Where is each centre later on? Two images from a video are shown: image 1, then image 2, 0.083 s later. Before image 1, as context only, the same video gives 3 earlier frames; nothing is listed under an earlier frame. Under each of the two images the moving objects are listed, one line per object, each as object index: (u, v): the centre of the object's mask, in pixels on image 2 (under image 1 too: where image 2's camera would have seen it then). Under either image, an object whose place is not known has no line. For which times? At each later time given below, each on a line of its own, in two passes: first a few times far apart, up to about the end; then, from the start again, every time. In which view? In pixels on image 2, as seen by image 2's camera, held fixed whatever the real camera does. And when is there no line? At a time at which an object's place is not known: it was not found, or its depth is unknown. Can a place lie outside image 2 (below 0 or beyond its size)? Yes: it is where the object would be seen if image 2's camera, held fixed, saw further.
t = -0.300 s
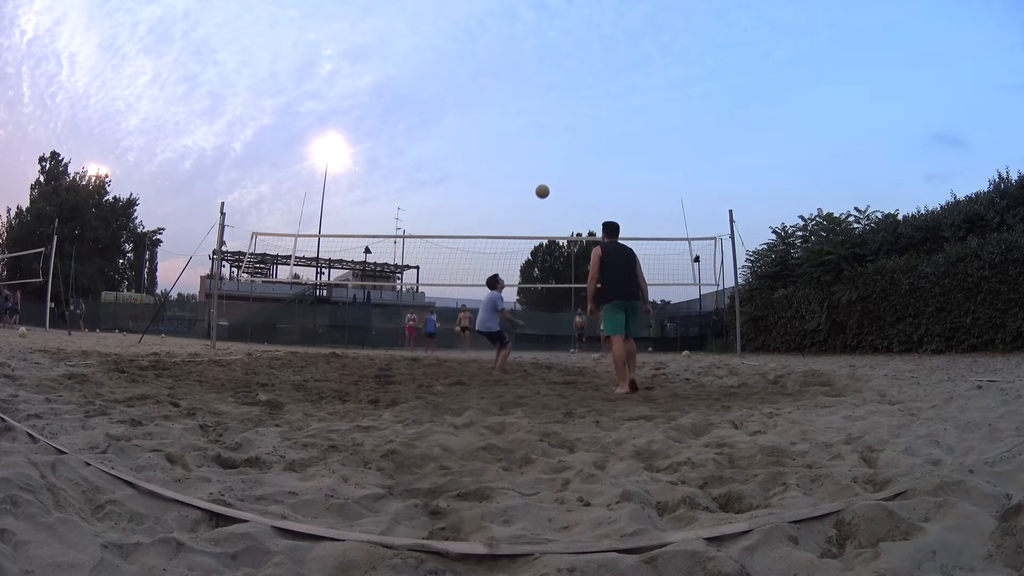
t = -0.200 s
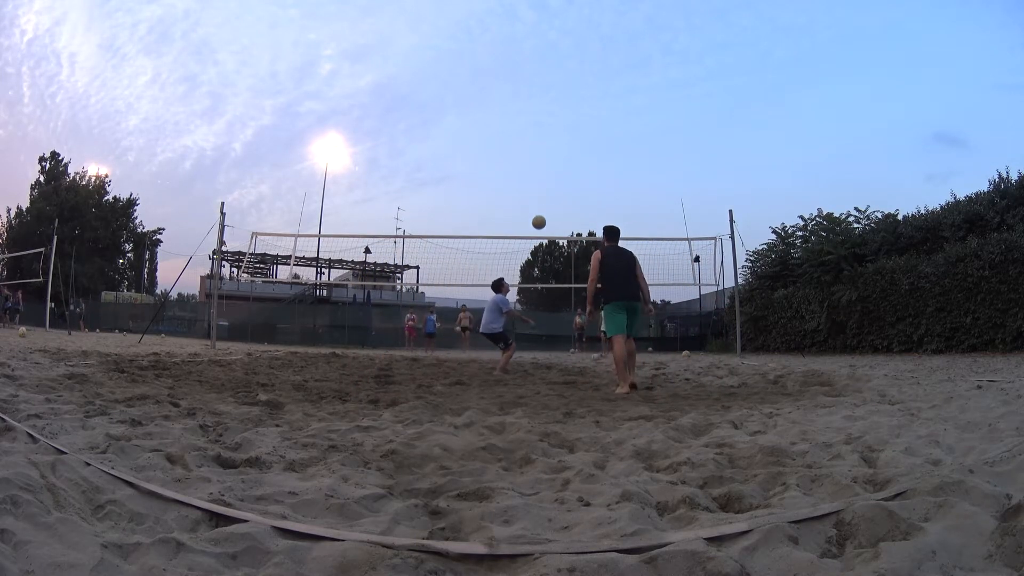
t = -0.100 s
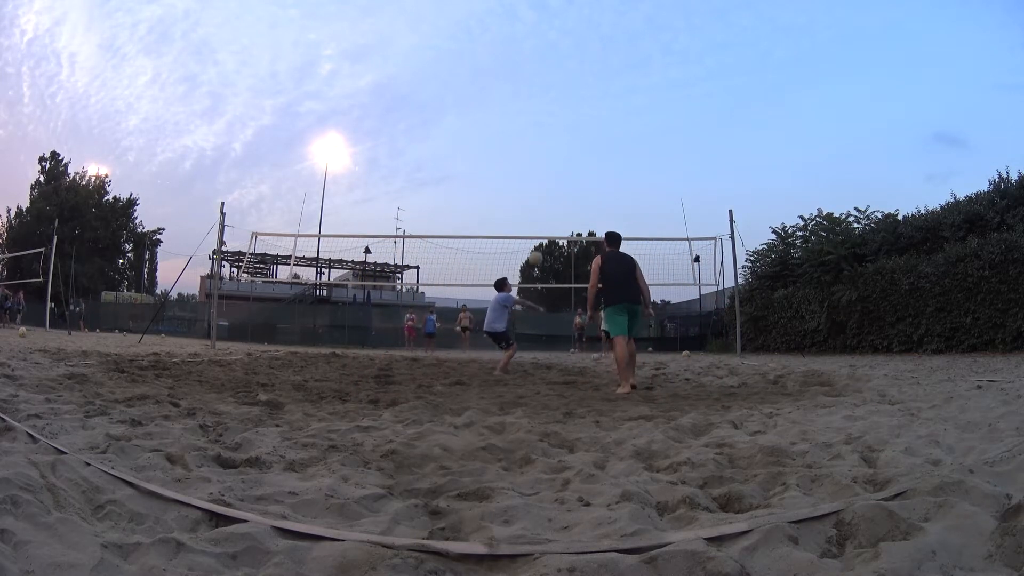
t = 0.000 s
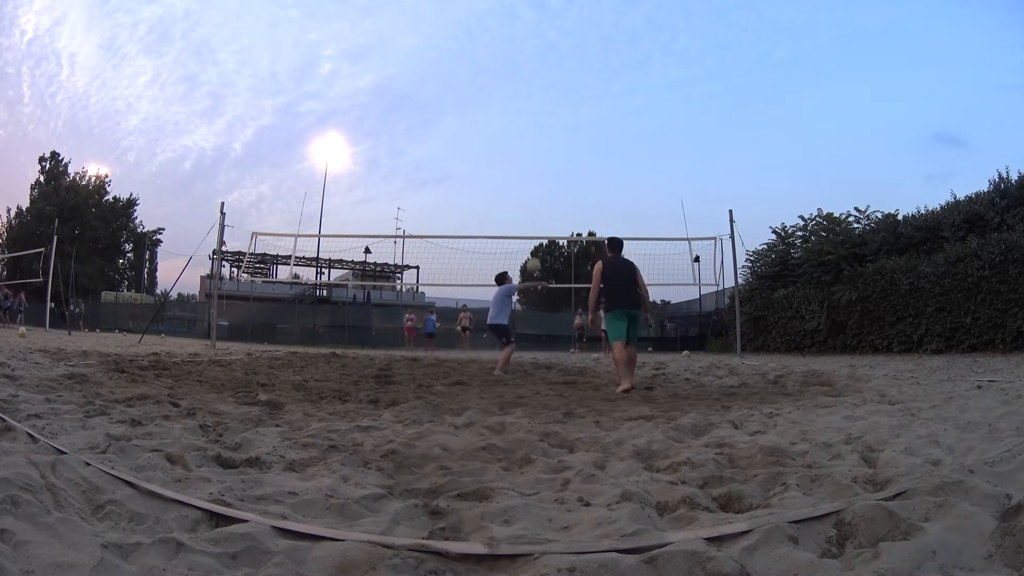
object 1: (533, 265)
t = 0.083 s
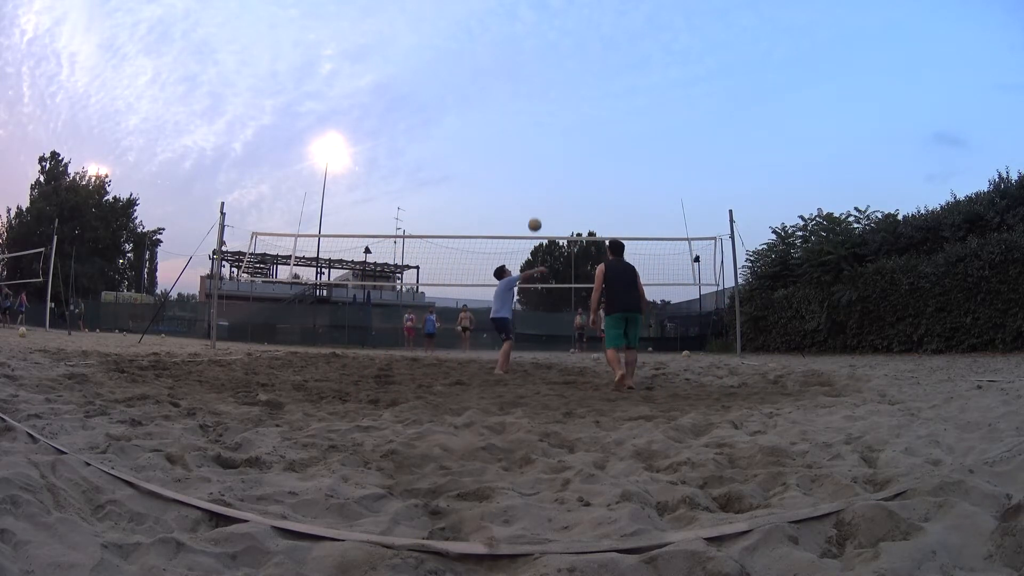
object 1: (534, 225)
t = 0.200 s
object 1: (535, 178)
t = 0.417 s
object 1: (537, 121)
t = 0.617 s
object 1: (538, 95)
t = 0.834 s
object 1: (539, 89)
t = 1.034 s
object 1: (540, 102)
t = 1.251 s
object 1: (542, 137)
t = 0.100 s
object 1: (534, 217)
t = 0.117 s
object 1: (535, 210)
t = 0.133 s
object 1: (535, 203)
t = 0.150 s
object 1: (535, 197)
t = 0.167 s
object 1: (535, 190)
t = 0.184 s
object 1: (535, 184)
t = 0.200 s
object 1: (535, 178)
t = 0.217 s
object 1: (536, 173)
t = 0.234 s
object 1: (536, 167)
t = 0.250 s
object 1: (536, 162)
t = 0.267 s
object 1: (536, 157)
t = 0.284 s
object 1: (536, 152)
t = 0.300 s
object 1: (536, 148)
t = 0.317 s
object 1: (536, 143)
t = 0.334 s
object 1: (536, 139)
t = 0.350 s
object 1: (536, 135)
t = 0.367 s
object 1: (536, 131)
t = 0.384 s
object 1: (536, 128)
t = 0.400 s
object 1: (536, 124)
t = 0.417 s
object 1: (537, 121)
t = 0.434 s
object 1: (537, 118)
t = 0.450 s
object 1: (537, 115)
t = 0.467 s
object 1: (537, 113)
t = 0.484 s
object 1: (537, 110)
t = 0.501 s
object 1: (537, 108)
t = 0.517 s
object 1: (537, 105)
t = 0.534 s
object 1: (537, 103)
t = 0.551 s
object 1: (537, 101)
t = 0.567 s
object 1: (537, 100)
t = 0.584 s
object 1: (537, 98)
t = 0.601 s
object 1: (537, 96)
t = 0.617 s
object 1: (538, 95)
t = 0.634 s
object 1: (538, 94)
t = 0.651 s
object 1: (538, 93)
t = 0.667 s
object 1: (538, 92)
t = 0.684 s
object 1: (538, 91)
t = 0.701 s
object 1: (538, 90)
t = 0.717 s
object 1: (538, 90)
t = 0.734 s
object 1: (538, 89)
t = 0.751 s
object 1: (538, 89)
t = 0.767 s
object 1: (538, 88)
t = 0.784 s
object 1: (539, 88)
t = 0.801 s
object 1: (539, 88)
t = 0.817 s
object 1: (539, 89)
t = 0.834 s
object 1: (539, 89)
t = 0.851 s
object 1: (539, 89)
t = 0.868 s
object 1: (539, 90)
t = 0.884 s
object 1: (539, 90)
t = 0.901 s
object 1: (539, 91)
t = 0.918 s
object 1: (539, 92)
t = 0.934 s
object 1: (539, 93)
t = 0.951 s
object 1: (540, 94)
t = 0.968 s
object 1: (540, 95)
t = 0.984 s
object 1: (540, 97)
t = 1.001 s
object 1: (540, 98)
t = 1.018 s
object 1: (540, 100)
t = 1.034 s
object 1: (540, 102)
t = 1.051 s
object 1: (540, 103)
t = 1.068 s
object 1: (540, 105)
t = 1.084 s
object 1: (541, 108)
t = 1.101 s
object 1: (541, 110)
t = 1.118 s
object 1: (541, 112)
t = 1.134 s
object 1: (541, 115)
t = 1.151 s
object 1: (541, 117)
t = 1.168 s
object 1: (541, 120)
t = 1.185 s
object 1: (541, 123)
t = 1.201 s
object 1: (541, 126)
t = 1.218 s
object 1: (541, 130)
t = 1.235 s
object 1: (542, 133)
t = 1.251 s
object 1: (542, 137)
